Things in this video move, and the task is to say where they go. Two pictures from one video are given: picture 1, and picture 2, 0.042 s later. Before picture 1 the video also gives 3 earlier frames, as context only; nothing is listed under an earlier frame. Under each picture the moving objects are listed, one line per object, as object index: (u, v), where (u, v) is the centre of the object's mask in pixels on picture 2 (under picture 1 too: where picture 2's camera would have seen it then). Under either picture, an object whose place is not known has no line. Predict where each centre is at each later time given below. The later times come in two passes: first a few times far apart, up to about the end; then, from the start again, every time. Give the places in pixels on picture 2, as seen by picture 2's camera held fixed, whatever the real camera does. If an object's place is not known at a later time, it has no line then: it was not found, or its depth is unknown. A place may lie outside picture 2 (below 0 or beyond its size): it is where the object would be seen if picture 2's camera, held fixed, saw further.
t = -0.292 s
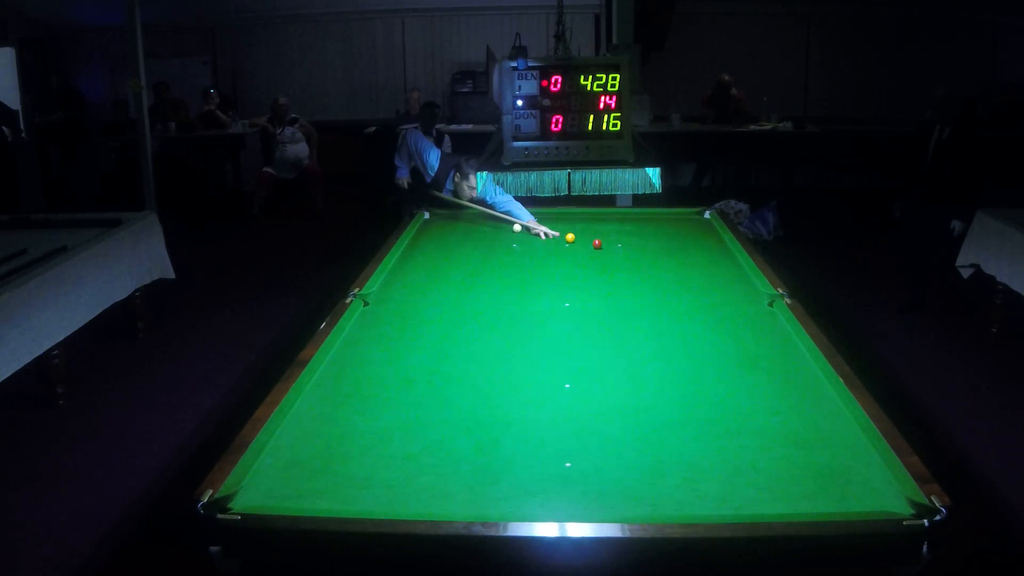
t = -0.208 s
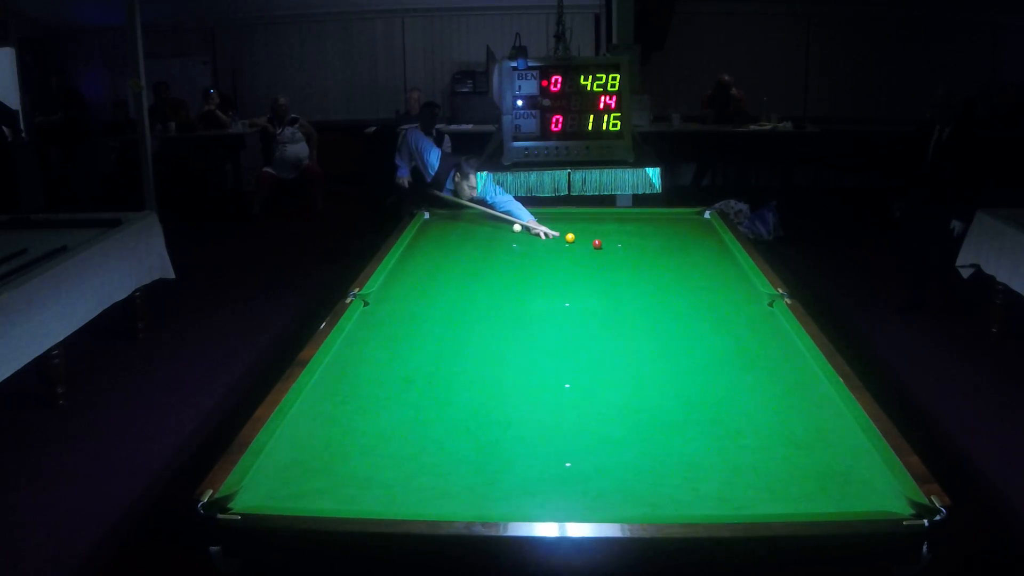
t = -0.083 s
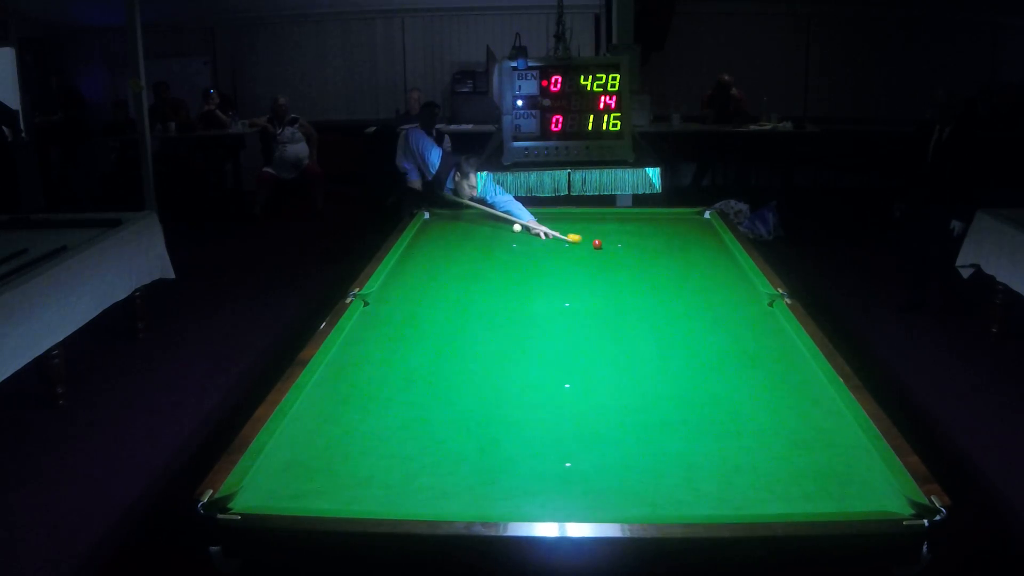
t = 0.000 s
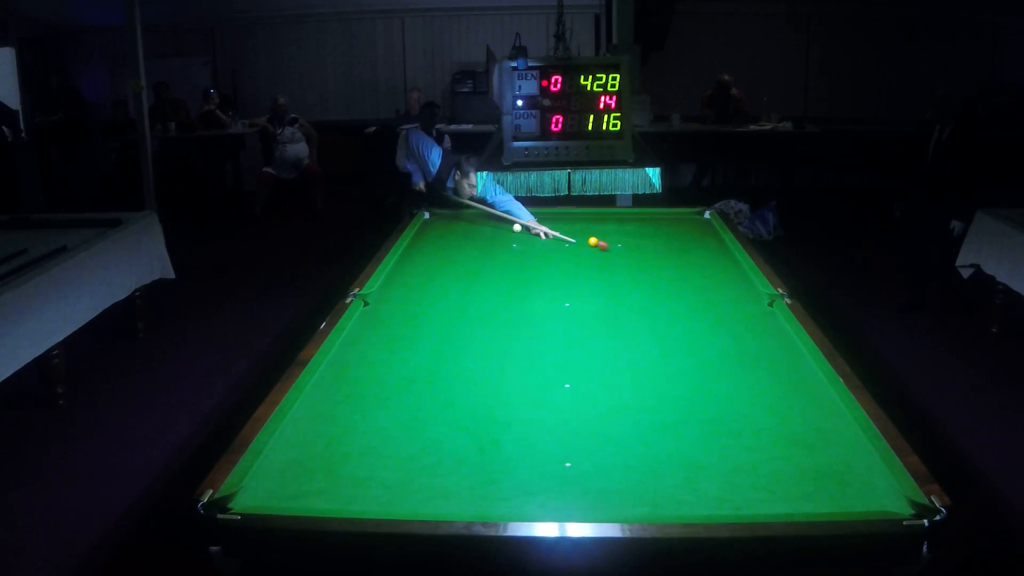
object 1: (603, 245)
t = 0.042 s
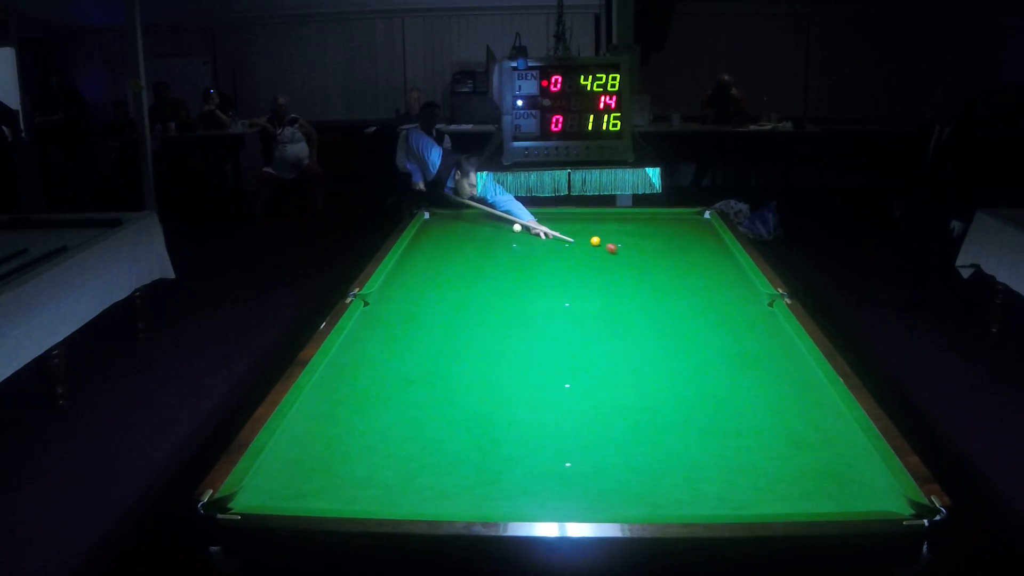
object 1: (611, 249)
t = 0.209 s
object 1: (644, 259)
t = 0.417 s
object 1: (685, 272)
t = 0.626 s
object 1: (729, 287)
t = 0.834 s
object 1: (772, 303)
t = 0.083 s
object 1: (620, 251)
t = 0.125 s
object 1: (628, 254)
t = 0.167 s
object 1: (637, 257)
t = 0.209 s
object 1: (644, 259)
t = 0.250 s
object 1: (652, 262)
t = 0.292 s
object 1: (660, 264)
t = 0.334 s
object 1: (668, 267)
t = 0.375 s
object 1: (677, 269)
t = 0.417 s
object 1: (685, 272)
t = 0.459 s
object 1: (694, 275)
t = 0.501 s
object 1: (702, 278)
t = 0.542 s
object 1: (711, 281)
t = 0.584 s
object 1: (720, 284)
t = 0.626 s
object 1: (729, 287)
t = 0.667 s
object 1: (738, 289)
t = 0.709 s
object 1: (748, 292)
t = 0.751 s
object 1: (758, 296)
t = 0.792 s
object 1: (767, 299)
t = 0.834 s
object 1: (772, 303)
